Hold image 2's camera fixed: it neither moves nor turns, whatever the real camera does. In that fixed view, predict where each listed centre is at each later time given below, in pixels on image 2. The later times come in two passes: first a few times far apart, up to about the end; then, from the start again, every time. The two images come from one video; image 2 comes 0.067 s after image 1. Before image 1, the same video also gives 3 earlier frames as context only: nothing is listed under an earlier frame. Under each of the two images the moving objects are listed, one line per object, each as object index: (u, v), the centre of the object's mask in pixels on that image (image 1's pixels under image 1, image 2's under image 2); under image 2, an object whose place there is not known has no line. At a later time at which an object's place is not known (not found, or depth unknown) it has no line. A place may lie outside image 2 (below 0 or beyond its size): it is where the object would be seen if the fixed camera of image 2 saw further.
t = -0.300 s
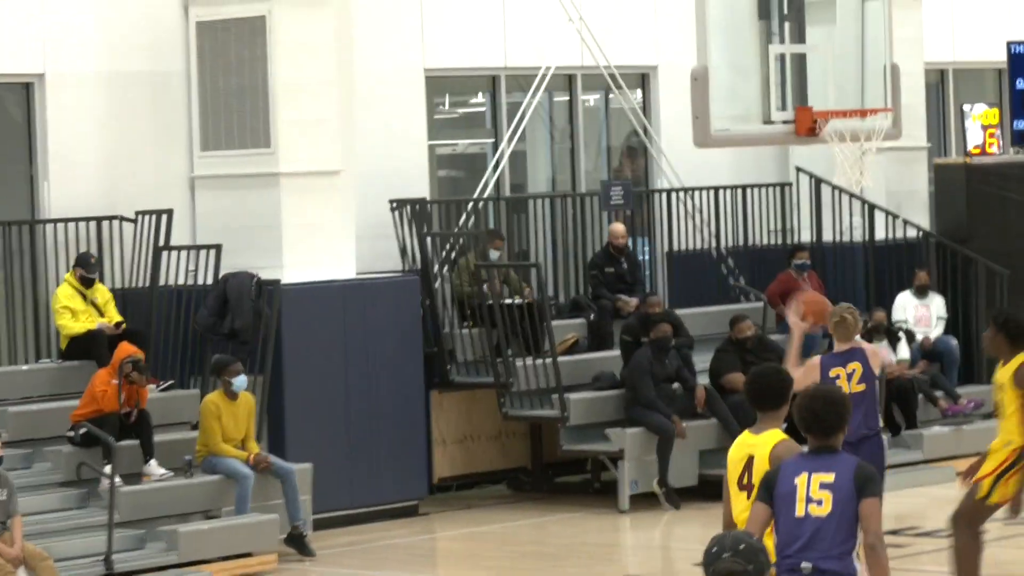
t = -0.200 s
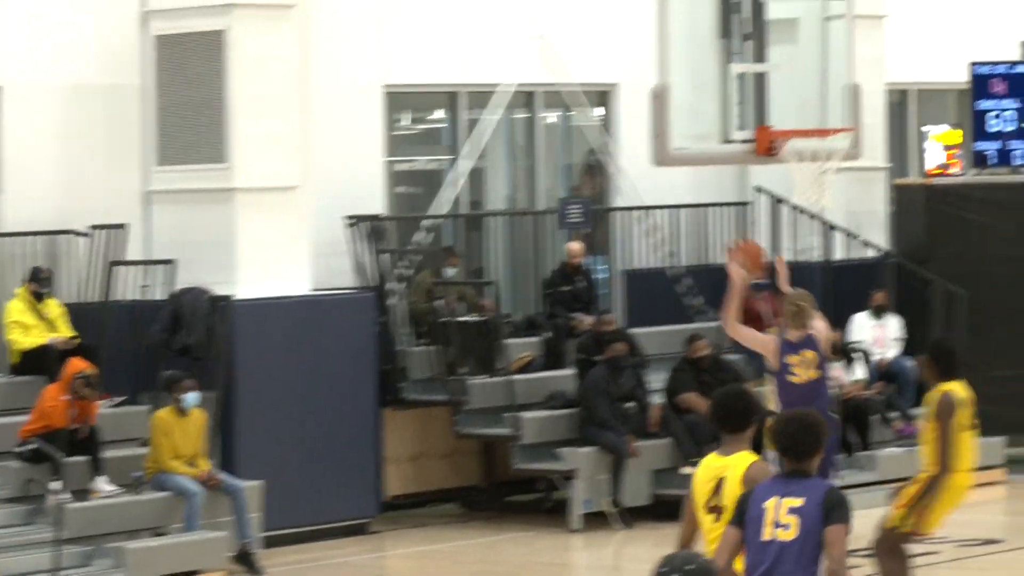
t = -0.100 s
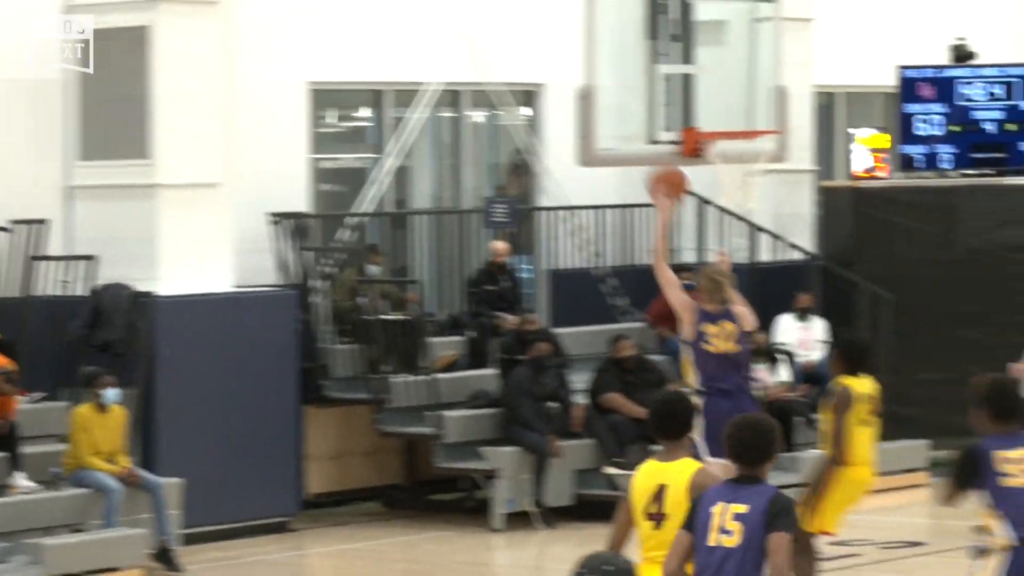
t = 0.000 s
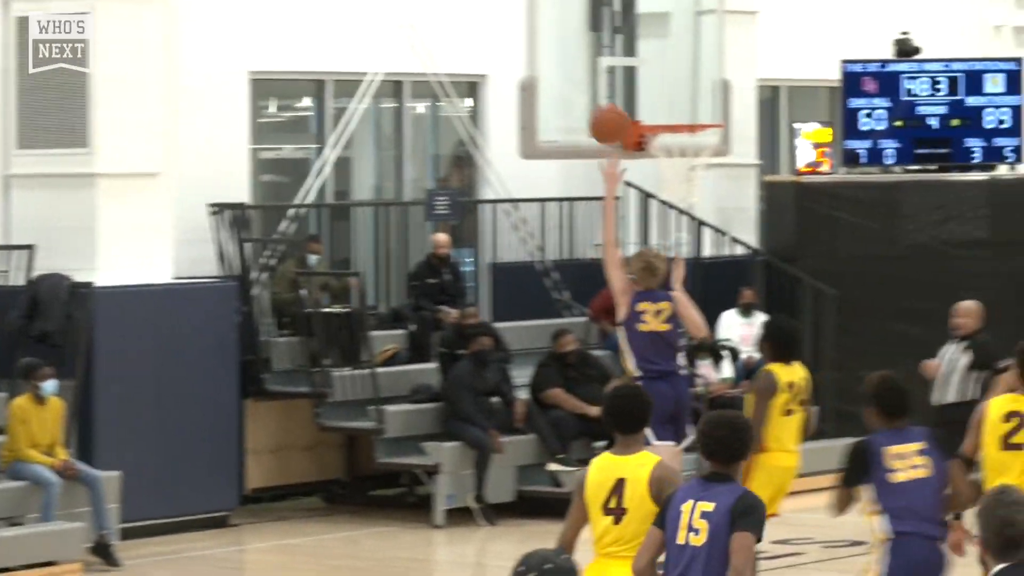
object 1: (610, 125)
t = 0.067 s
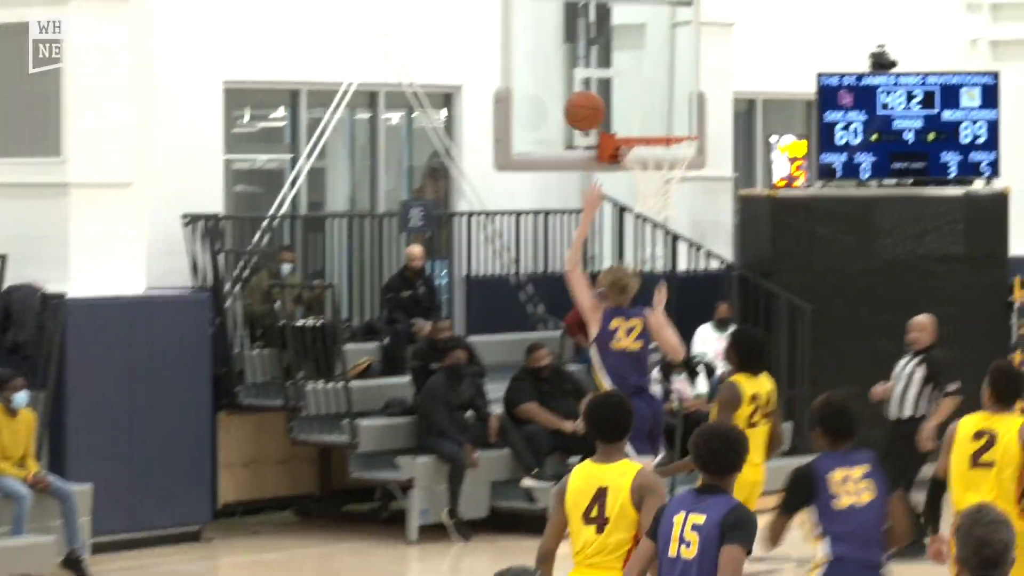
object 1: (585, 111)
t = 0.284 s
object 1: (616, 90)
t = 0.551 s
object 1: (677, 180)
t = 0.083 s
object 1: (585, 105)
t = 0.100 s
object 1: (585, 100)
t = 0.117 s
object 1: (585, 95)
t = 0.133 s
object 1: (585, 91)
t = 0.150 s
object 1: (585, 89)
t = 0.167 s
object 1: (589, 87)
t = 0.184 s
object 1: (592, 86)
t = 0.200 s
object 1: (596, 86)
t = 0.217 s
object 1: (600, 86)
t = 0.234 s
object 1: (604, 86)
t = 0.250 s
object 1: (608, 87)
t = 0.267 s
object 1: (612, 89)
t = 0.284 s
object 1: (616, 90)
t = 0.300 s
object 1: (620, 93)
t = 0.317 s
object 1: (624, 96)
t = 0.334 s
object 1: (628, 99)
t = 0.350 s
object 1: (632, 103)
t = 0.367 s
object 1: (636, 108)
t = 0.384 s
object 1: (640, 112)
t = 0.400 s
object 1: (644, 117)
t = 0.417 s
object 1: (648, 121)
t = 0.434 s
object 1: (653, 125)
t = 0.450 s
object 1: (657, 136)
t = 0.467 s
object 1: (660, 144)
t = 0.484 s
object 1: (665, 152)
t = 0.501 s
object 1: (668, 159)
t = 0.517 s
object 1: (672, 168)
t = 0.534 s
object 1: (675, 174)
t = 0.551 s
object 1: (677, 180)
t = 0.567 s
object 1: (678, 185)
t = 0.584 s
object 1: (678, 189)
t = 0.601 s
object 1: (678, 192)
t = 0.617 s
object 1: (678, 196)
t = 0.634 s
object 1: (679, 205)
